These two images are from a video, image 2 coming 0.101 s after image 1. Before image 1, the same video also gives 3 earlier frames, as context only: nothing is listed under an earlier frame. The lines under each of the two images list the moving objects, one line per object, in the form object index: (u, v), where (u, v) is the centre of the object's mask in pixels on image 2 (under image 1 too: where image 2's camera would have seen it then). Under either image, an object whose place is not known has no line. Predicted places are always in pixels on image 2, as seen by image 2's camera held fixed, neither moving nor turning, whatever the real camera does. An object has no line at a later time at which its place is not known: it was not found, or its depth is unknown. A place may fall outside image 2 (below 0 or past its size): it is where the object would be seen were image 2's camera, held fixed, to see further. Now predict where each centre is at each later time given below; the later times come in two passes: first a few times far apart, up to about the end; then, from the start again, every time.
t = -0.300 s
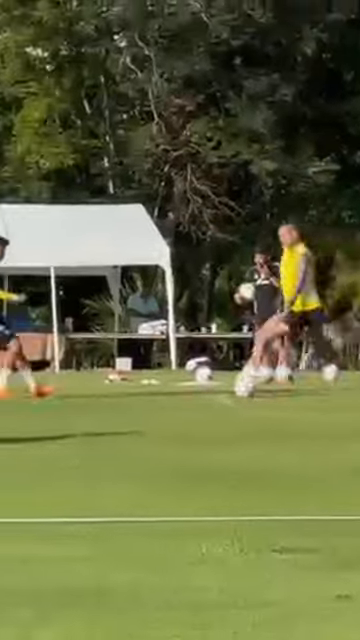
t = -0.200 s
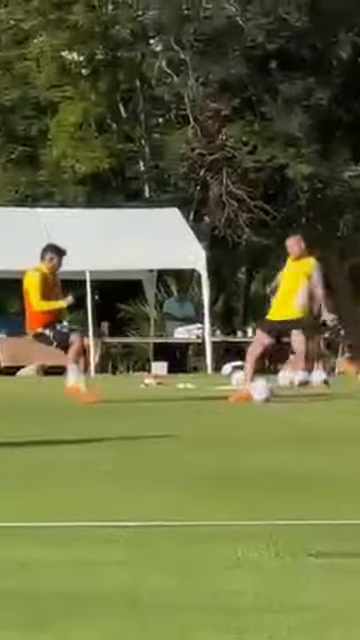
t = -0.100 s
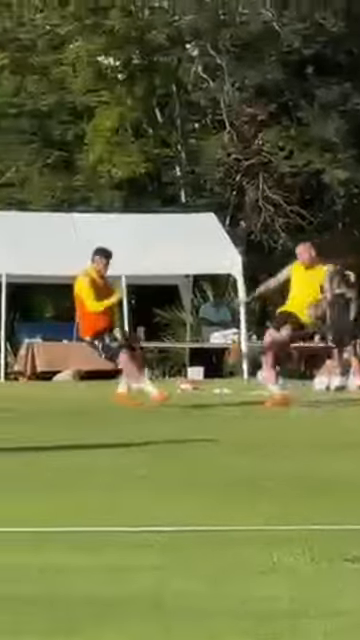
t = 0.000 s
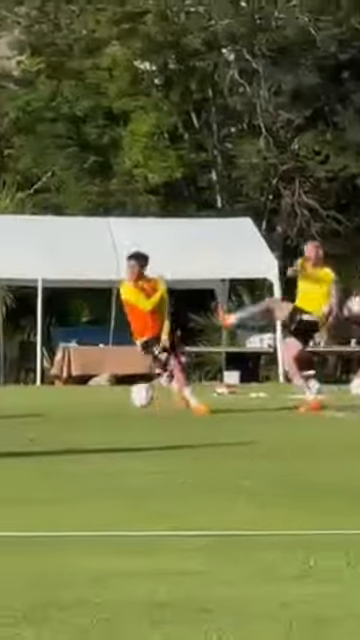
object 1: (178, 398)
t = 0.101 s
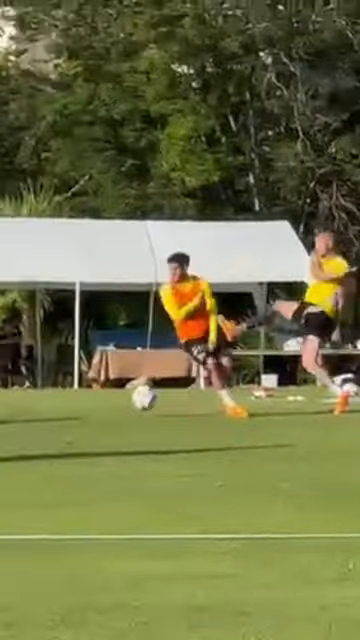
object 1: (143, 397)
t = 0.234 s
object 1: (101, 394)
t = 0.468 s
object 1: (36, 403)
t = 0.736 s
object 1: (-20, 411)
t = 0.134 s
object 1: (133, 394)
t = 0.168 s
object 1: (122, 394)
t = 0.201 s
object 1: (111, 393)
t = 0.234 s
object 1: (101, 394)
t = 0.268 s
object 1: (90, 396)
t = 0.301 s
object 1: (80, 400)
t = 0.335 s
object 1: (68, 405)
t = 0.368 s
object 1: (56, 411)
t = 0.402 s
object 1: (49, 409)
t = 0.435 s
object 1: (43, 405)
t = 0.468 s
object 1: (36, 403)
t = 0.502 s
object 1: (29, 403)
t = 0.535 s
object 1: (23, 402)
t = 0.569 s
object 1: (17, 404)
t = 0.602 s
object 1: (8, 408)
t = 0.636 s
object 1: (1, 413)
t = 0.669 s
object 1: (-5, 412)
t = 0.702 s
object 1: (-13, 412)
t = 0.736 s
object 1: (-20, 411)
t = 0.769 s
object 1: (-26, 412)
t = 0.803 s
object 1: (-34, 414)
